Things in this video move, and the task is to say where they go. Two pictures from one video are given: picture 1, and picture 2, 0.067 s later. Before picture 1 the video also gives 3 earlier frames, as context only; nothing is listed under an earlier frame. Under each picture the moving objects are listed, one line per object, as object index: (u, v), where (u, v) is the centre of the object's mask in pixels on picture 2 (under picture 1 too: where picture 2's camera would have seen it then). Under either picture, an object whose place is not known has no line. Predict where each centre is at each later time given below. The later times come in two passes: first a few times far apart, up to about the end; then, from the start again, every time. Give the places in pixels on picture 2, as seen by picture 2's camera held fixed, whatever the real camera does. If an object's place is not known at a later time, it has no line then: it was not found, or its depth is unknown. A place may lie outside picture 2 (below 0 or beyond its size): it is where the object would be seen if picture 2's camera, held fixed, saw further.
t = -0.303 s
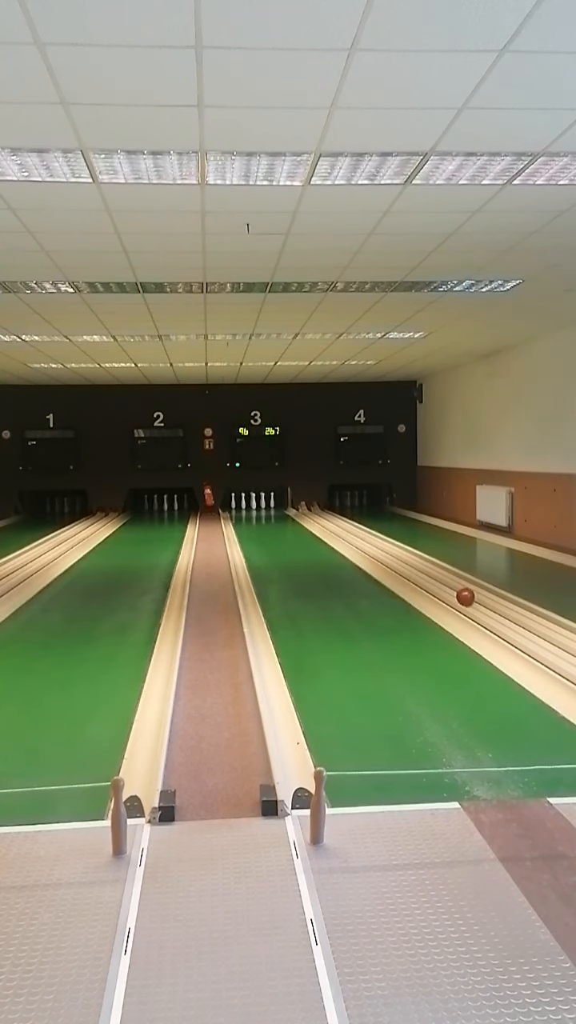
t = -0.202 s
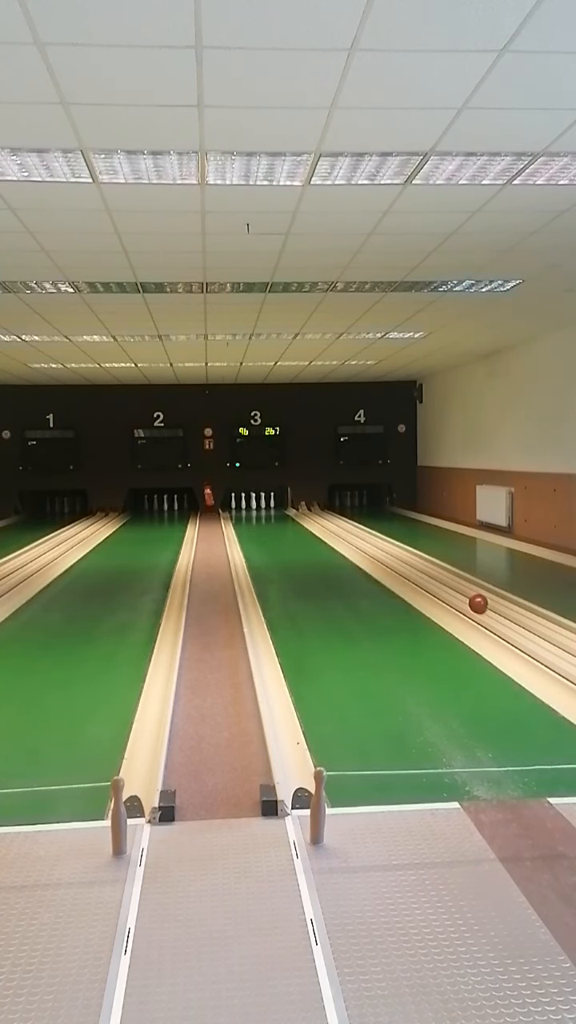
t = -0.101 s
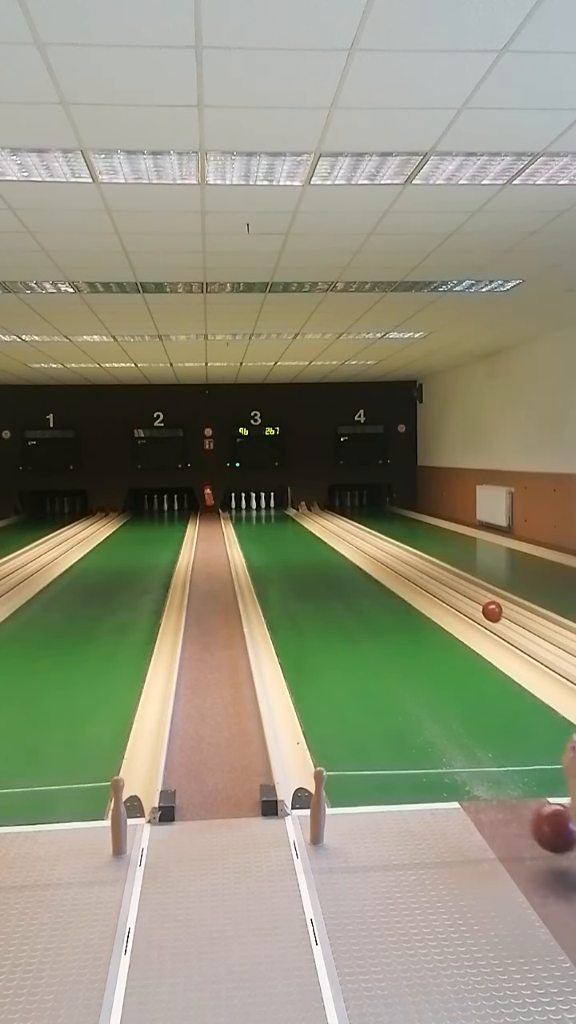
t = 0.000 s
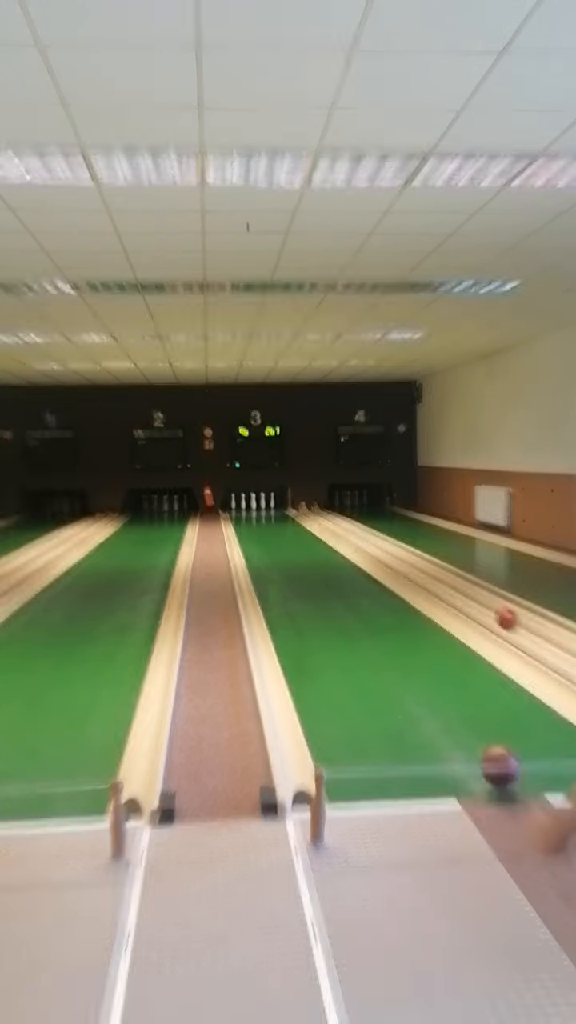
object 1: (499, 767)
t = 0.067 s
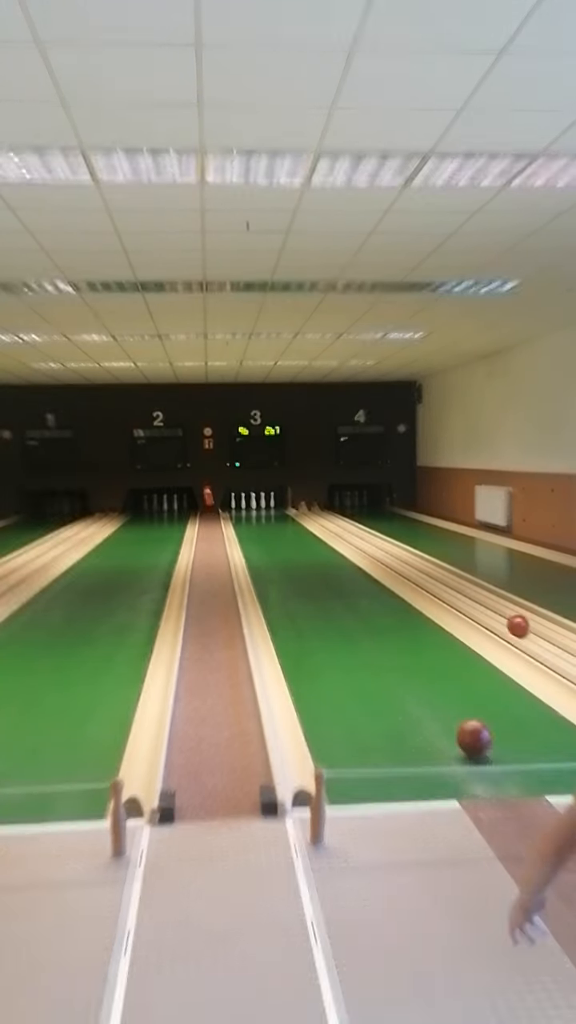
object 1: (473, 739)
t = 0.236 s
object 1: (427, 683)
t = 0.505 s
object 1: (382, 628)
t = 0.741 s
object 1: (359, 600)
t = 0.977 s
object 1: (342, 579)
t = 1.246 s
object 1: (329, 561)
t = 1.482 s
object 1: (320, 550)
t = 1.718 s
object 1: (313, 542)
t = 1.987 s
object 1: (307, 534)
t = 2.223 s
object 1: (302, 529)
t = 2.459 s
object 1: (298, 524)
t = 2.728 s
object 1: (293, 519)
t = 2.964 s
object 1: (290, 516)
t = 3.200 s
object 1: (288, 512)
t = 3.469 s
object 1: (284, 509)
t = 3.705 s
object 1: (284, 506)
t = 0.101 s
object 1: (463, 725)
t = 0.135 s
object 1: (452, 713)
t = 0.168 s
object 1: (443, 702)
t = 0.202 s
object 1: (435, 691)
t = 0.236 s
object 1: (427, 683)
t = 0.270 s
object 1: (420, 674)
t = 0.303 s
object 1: (413, 666)
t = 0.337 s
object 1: (407, 659)
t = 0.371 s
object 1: (402, 652)
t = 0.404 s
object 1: (396, 645)
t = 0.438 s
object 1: (391, 639)
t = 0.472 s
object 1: (387, 633)
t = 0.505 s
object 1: (382, 628)
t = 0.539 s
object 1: (378, 623)
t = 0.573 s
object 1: (374, 618)
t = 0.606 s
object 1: (371, 614)
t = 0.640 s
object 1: (368, 610)
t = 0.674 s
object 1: (365, 606)
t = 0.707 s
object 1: (361, 602)
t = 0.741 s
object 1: (359, 600)
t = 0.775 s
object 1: (356, 596)
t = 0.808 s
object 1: (353, 592)
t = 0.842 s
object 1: (351, 589)
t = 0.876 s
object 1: (349, 587)
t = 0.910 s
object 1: (347, 584)
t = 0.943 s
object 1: (344, 581)
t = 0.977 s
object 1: (342, 579)
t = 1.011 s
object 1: (340, 576)
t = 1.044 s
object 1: (338, 573)
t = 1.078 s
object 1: (337, 571)
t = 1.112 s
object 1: (335, 569)
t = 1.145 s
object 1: (333, 567)
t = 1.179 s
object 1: (331, 565)
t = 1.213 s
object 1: (330, 563)
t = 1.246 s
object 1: (329, 561)
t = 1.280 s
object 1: (327, 560)
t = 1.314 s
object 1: (326, 558)
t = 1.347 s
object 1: (324, 556)
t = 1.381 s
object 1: (323, 555)
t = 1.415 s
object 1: (322, 553)
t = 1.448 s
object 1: (321, 552)
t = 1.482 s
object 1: (320, 550)
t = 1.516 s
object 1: (319, 549)
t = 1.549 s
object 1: (318, 548)
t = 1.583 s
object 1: (316, 546)
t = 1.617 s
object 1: (315, 545)
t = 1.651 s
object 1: (314, 544)
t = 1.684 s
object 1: (314, 543)
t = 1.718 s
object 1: (313, 542)
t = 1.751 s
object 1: (312, 541)
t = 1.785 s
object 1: (311, 540)
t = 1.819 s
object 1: (310, 539)
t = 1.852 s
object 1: (310, 538)
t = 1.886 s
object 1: (309, 537)
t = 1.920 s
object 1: (308, 536)
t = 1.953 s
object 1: (307, 535)
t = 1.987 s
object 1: (307, 534)
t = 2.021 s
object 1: (305, 533)
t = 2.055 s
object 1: (305, 532)
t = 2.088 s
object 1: (304, 532)
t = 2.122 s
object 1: (303, 531)
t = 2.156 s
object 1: (303, 530)
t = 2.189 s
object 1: (302, 529)
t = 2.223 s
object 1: (302, 529)
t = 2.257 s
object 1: (301, 528)
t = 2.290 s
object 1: (301, 527)
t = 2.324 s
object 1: (300, 526)
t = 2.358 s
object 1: (300, 526)
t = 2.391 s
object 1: (299, 525)
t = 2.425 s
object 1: (299, 525)
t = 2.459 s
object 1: (298, 524)
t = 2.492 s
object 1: (298, 523)
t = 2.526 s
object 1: (297, 522)
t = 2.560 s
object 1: (296, 522)
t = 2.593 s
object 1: (296, 521)
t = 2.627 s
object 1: (295, 521)
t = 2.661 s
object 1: (294, 520)
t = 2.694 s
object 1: (294, 519)
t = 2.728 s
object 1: (293, 519)
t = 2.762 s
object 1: (293, 519)
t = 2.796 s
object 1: (292, 518)
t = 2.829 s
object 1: (292, 518)
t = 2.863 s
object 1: (291, 517)
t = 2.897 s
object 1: (291, 517)
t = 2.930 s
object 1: (290, 516)
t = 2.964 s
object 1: (290, 516)
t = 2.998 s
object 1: (289, 515)
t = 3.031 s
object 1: (289, 514)
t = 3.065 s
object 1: (289, 514)
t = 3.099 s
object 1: (288, 513)
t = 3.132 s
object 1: (288, 513)
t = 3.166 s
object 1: (288, 512)
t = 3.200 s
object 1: (288, 512)
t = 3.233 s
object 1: (287, 512)
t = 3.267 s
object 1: (287, 511)
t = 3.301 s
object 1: (287, 510)
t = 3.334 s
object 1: (286, 510)
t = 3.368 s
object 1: (285, 509)
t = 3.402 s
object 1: (285, 509)
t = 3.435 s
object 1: (285, 509)
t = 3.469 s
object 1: (284, 509)
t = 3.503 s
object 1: (284, 508)
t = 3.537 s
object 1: (283, 508)
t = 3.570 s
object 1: (283, 508)
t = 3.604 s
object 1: (283, 508)
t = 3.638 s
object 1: (283, 507)
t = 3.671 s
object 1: (283, 507)
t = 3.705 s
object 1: (284, 506)
